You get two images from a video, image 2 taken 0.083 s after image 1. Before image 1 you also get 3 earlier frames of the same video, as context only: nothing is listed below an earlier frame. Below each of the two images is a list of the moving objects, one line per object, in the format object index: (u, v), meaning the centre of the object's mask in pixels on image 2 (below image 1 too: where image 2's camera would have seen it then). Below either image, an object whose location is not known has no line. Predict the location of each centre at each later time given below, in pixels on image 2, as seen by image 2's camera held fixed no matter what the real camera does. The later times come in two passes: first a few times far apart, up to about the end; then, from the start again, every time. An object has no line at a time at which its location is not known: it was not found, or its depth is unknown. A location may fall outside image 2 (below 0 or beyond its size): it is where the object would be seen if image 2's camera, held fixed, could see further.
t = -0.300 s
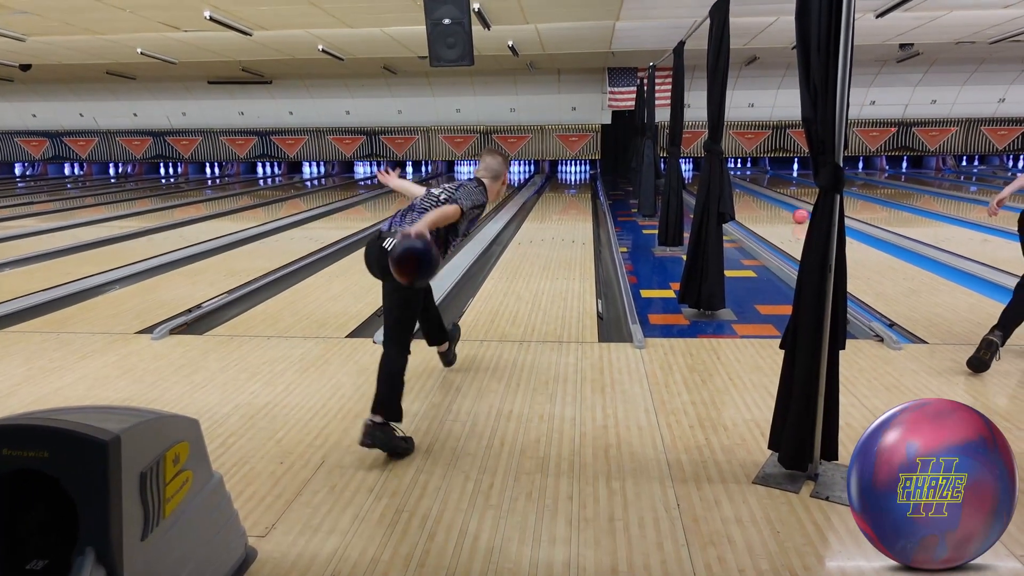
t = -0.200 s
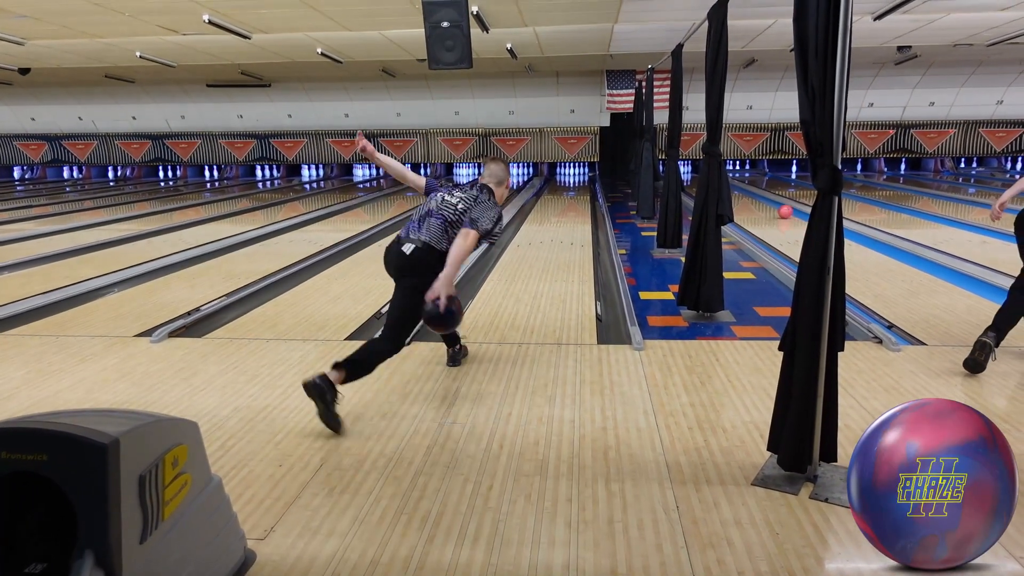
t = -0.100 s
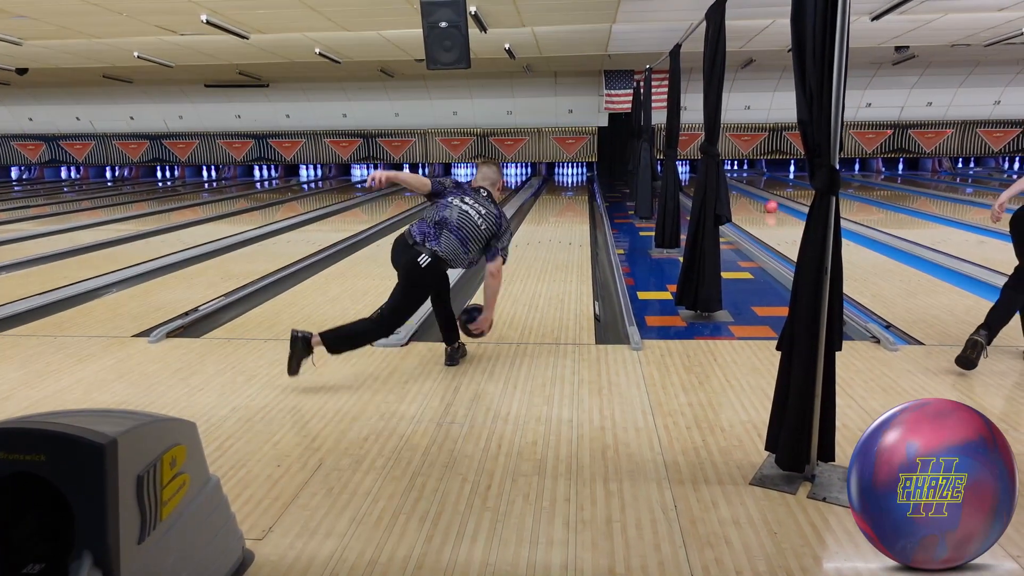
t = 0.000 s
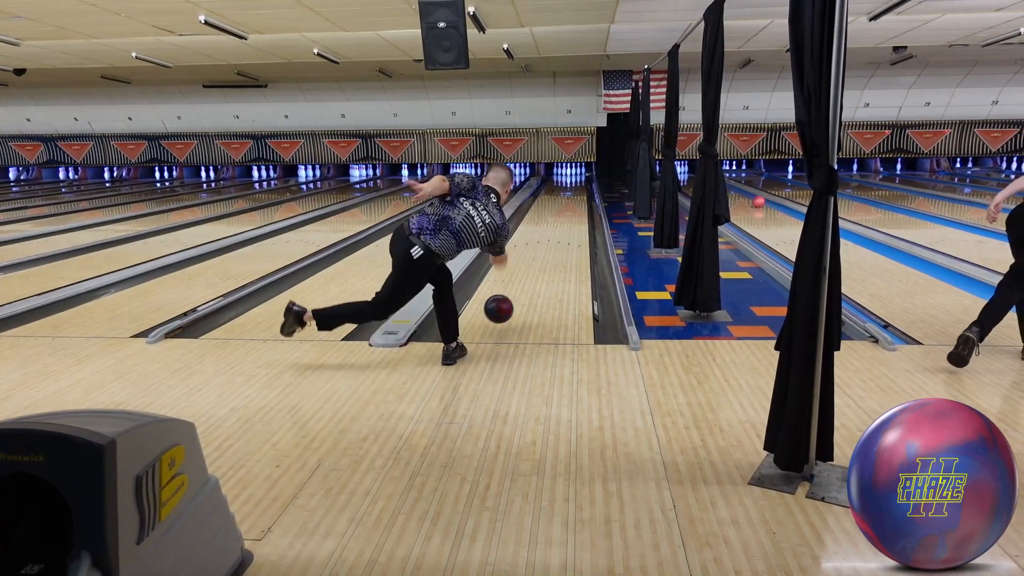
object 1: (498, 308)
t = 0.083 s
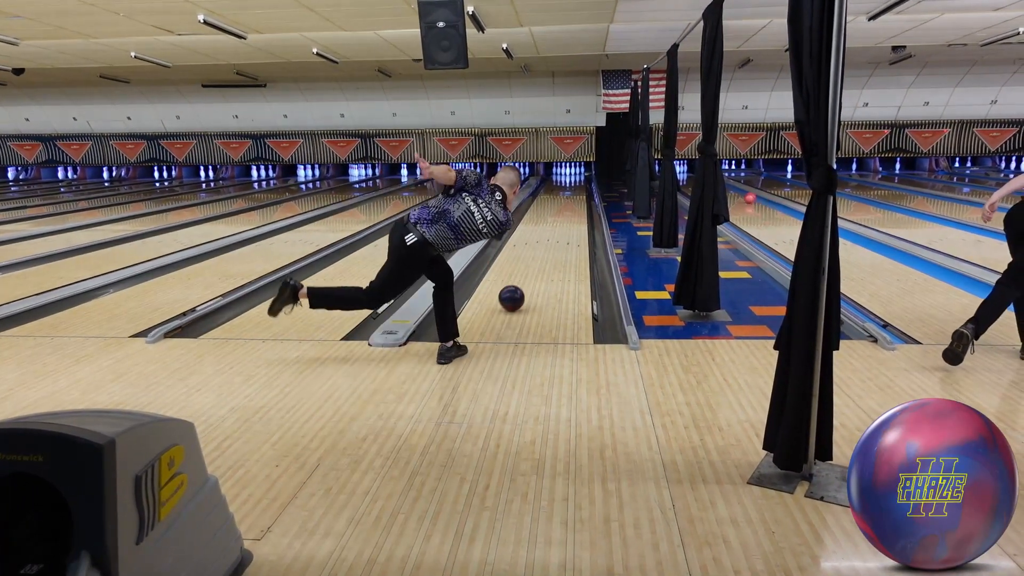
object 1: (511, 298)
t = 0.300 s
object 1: (535, 260)
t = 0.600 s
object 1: (555, 230)
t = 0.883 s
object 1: (565, 212)
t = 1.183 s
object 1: (572, 198)
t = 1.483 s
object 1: (578, 190)
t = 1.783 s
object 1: (579, 182)
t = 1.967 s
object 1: (577, 179)
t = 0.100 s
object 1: (514, 294)
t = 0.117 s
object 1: (516, 291)
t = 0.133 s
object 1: (518, 288)
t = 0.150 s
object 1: (520, 285)
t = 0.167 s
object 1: (522, 282)
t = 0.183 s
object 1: (524, 278)
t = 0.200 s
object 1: (526, 276)
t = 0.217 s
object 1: (528, 273)
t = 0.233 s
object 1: (529, 270)
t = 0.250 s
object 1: (531, 268)
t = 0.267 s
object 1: (533, 265)
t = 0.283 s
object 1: (534, 263)
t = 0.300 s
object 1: (535, 260)
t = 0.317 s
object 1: (537, 258)
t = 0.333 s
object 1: (538, 256)
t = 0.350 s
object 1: (540, 254)
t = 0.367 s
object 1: (541, 252)
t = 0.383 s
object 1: (542, 250)
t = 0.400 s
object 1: (543, 248)
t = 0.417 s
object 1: (545, 246)
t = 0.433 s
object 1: (546, 244)
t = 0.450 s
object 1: (547, 243)
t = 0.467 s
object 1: (548, 241)
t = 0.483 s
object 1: (549, 239)
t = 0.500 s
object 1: (550, 238)
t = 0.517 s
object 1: (551, 236)
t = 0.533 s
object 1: (552, 235)
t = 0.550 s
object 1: (553, 233)
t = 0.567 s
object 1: (553, 232)
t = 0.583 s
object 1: (554, 231)
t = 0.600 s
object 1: (555, 230)
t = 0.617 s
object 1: (556, 228)
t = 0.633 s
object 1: (556, 227)
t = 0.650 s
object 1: (557, 226)
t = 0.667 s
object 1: (558, 225)
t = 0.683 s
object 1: (559, 224)
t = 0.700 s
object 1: (559, 223)
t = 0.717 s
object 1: (560, 221)
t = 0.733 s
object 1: (561, 220)
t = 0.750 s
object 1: (561, 219)
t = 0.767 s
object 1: (562, 218)
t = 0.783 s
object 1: (562, 217)
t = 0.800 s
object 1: (563, 216)
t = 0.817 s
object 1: (563, 215)
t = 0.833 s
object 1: (564, 214)
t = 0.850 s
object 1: (565, 213)
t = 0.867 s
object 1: (565, 213)
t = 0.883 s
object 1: (565, 212)
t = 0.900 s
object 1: (566, 211)
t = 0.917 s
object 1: (567, 210)
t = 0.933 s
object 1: (567, 209)
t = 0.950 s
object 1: (568, 208)
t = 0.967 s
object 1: (568, 207)
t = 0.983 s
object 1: (569, 206)
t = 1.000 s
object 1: (569, 206)
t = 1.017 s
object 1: (569, 205)
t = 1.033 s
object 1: (570, 204)
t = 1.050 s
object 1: (570, 203)
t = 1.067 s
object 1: (571, 203)
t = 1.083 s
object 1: (571, 202)
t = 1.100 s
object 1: (571, 201)
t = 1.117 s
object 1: (571, 201)
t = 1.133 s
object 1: (572, 200)
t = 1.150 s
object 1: (572, 199)
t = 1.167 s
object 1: (573, 198)
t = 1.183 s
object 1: (572, 198)
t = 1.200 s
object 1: (573, 197)
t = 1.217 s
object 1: (573, 197)
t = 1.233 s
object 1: (574, 196)
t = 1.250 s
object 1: (574, 195)
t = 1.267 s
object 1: (574, 195)
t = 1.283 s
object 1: (574, 195)
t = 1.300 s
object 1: (575, 194)
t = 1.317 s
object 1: (575, 194)
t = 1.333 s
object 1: (575, 193)
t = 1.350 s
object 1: (575, 193)
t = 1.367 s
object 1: (575, 193)
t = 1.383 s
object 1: (575, 193)
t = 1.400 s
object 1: (576, 192)
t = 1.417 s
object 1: (576, 192)
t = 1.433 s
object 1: (576, 191)
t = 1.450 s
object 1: (577, 191)
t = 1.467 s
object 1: (577, 190)
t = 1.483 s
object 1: (578, 190)
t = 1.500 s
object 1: (578, 189)
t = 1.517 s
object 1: (579, 188)
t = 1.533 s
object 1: (579, 188)
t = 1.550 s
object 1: (580, 188)
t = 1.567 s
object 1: (580, 188)
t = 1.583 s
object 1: (579, 187)
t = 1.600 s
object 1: (580, 187)
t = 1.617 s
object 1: (579, 186)
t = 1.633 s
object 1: (580, 186)
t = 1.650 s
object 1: (579, 186)
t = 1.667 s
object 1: (579, 185)
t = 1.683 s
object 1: (579, 185)
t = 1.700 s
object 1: (579, 184)
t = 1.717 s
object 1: (580, 184)
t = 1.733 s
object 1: (579, 184)
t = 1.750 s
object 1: (579, 183)
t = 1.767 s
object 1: (579, 183)
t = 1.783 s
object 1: (579, 182)
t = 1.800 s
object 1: (579, 182)
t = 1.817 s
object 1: (579, 181)
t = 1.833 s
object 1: (579, 181)
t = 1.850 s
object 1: (579, 181)
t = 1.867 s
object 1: (579, 181)
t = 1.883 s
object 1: (578, 181)
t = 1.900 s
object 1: (578, 180)
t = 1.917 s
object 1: (578, 180)
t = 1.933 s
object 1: (577, 180)
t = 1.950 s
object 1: (577, 180)
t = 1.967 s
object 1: (577, 179)
